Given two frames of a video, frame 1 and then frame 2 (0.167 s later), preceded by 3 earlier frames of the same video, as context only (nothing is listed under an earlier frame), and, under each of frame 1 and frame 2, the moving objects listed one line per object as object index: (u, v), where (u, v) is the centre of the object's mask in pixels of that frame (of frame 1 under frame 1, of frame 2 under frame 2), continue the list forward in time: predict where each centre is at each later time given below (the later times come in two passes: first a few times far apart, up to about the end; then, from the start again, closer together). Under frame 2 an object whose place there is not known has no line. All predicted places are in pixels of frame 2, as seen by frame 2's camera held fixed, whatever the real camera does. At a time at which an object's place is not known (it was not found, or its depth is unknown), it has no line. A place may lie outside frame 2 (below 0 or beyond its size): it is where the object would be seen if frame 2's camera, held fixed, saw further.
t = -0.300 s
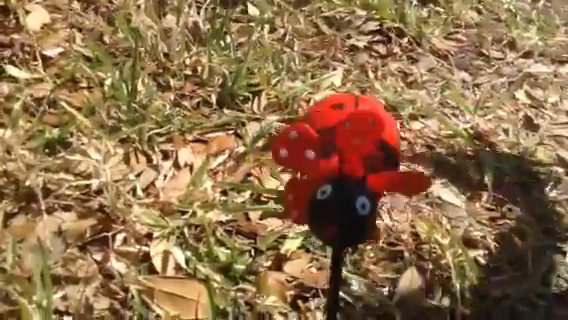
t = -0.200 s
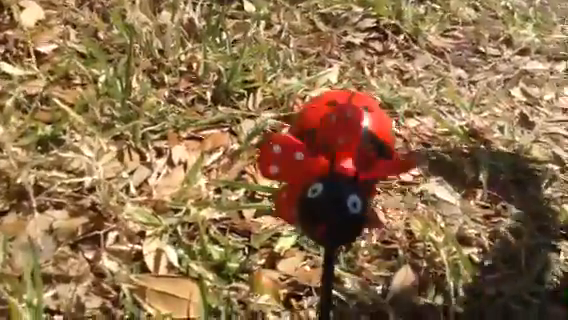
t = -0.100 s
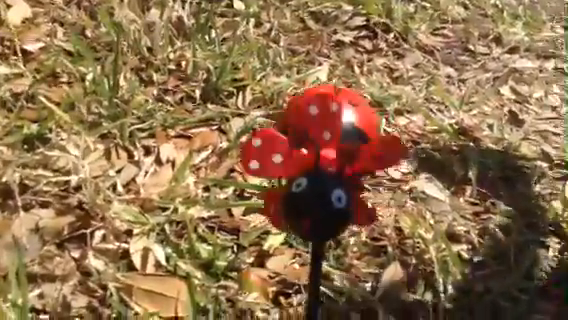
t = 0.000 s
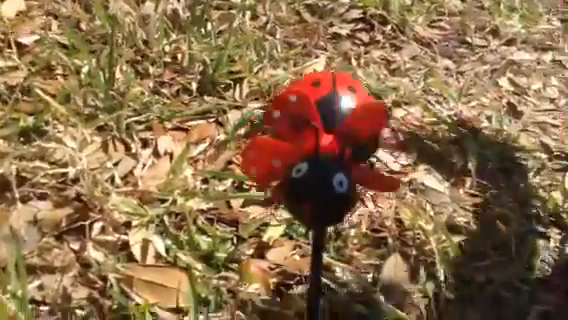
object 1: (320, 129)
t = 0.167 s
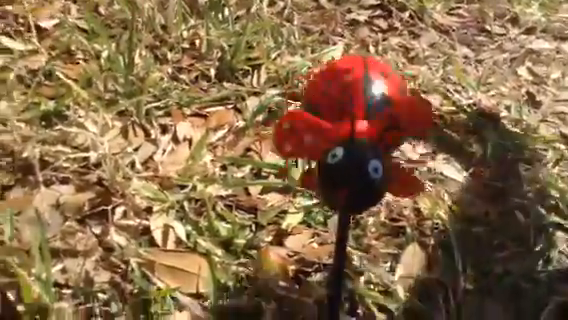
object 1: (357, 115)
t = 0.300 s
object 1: (353, 117)
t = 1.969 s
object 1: (350, 119)
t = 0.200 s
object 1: (350, 115)
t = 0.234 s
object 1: (352, 114)
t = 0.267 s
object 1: (350, 117)
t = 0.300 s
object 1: (353, 117)
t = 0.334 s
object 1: (350, 117)
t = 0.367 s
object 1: (351, 119)
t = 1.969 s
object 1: (350, 119)
